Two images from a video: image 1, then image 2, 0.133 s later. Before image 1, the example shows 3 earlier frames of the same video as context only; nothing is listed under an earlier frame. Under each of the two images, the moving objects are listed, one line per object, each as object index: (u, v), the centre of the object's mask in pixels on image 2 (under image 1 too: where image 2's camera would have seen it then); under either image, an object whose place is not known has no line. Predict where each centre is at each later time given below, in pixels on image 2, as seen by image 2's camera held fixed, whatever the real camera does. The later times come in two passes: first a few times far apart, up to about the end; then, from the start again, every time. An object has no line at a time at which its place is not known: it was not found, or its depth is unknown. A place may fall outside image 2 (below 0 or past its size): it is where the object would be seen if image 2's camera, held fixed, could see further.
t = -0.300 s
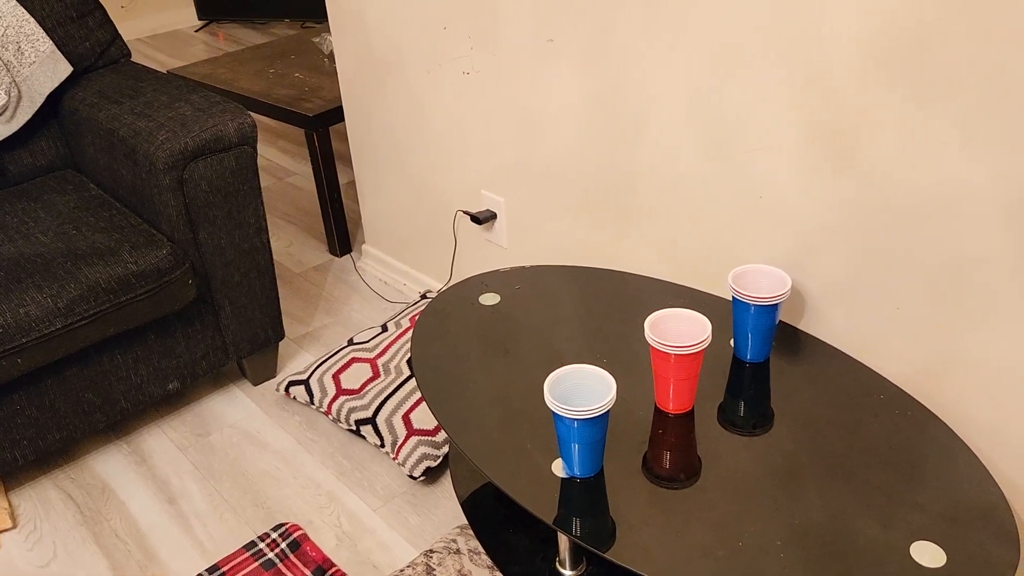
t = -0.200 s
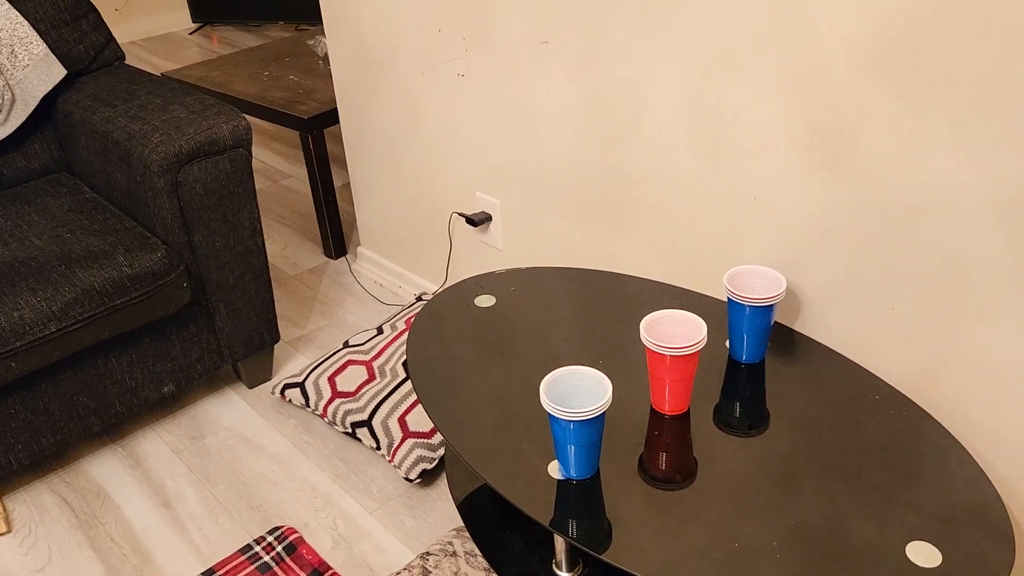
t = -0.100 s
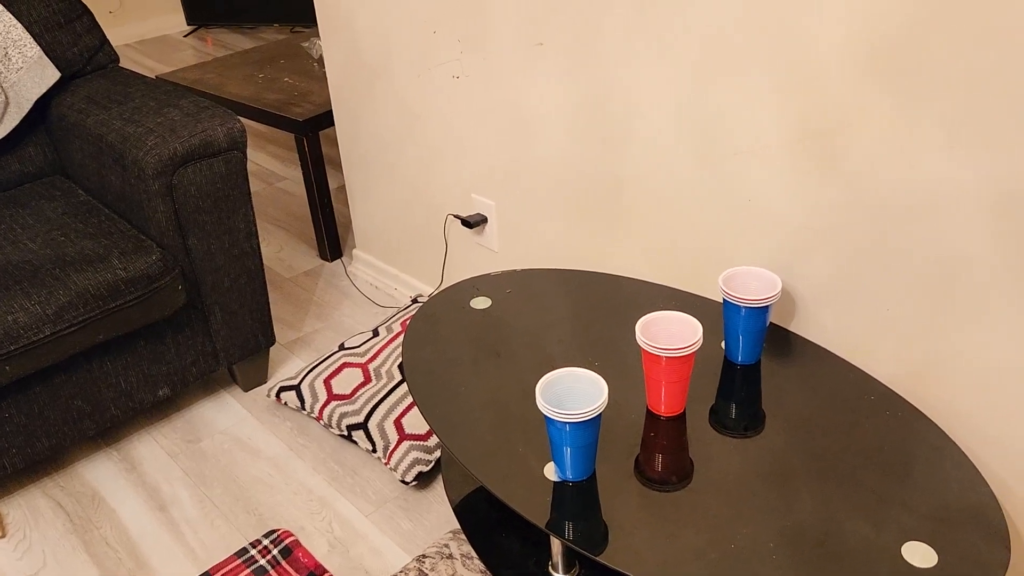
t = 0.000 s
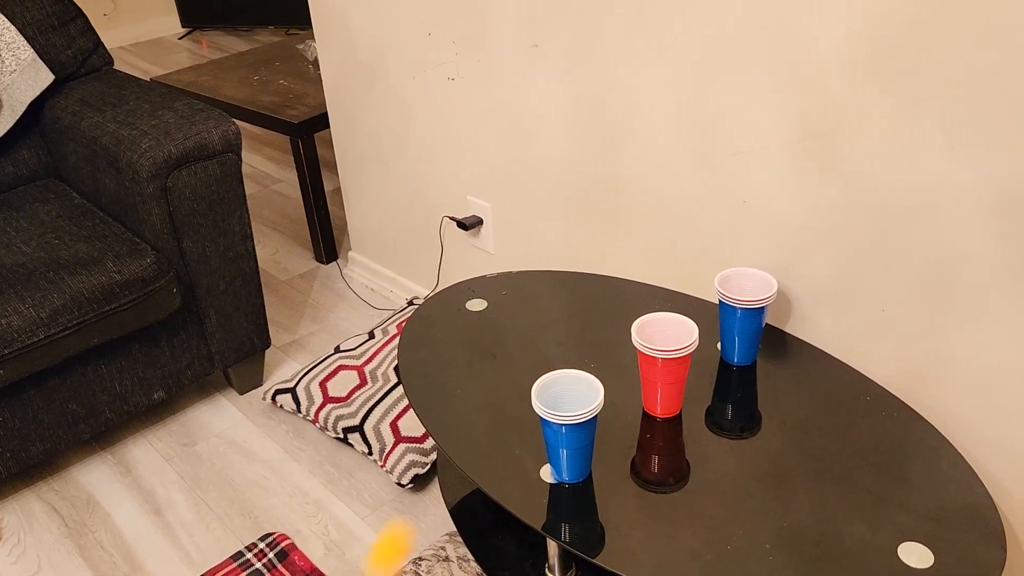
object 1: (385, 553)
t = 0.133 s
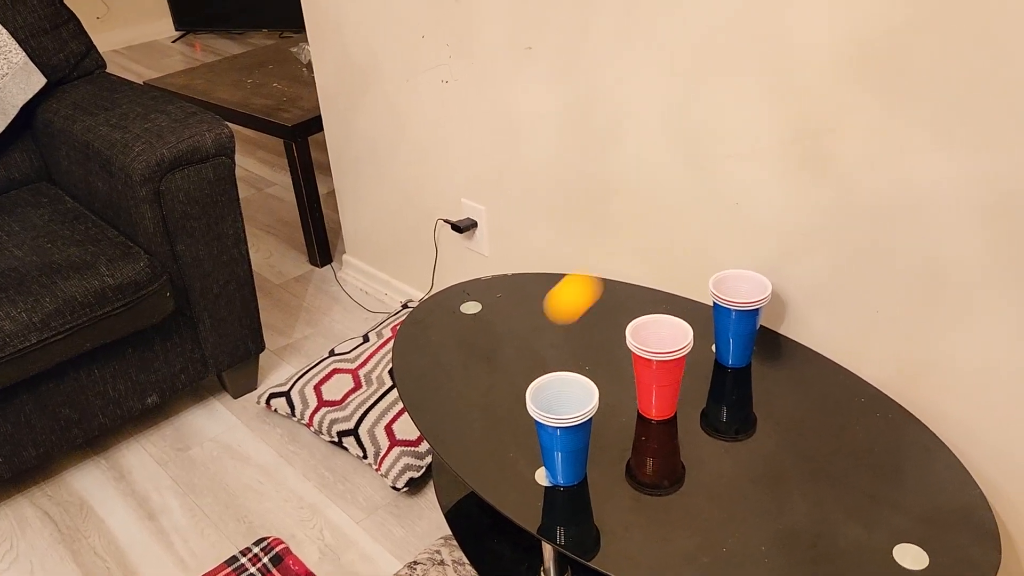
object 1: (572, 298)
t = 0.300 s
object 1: (766, 208)
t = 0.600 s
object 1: (840, 340)
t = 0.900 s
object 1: (779, 464)
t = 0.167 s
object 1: (617, 259)
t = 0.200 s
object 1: (660, 229)
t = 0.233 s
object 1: (700, 213)
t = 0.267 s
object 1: (735, 205)
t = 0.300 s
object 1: (766, 208)
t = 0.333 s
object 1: (794, 218)
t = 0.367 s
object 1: (818, 234)
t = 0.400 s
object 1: (839, 257)
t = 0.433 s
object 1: (857, 286)
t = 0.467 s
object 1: (869, 318)
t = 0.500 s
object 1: (848, 371)
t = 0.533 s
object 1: (843, 371)
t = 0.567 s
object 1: (842, 353)
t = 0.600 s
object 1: (840, 340)
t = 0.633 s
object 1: (836, 333)
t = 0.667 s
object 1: (831, 333)
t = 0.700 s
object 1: (825, 340)
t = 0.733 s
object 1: (817, 355)
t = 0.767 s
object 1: (810, 374)
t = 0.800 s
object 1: (801, 401)
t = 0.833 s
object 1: (791, 435)
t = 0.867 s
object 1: (782, 472)
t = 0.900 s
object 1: (779, 464)
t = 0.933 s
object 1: (777, 451)
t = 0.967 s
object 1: (775, 443)
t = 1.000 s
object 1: (772, 442)
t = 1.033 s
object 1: (768, 447)
